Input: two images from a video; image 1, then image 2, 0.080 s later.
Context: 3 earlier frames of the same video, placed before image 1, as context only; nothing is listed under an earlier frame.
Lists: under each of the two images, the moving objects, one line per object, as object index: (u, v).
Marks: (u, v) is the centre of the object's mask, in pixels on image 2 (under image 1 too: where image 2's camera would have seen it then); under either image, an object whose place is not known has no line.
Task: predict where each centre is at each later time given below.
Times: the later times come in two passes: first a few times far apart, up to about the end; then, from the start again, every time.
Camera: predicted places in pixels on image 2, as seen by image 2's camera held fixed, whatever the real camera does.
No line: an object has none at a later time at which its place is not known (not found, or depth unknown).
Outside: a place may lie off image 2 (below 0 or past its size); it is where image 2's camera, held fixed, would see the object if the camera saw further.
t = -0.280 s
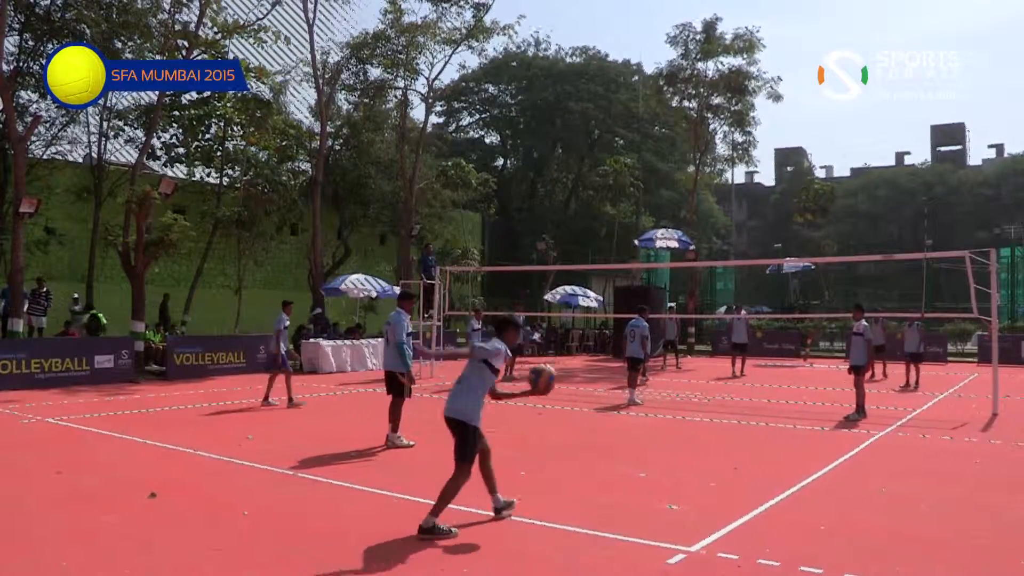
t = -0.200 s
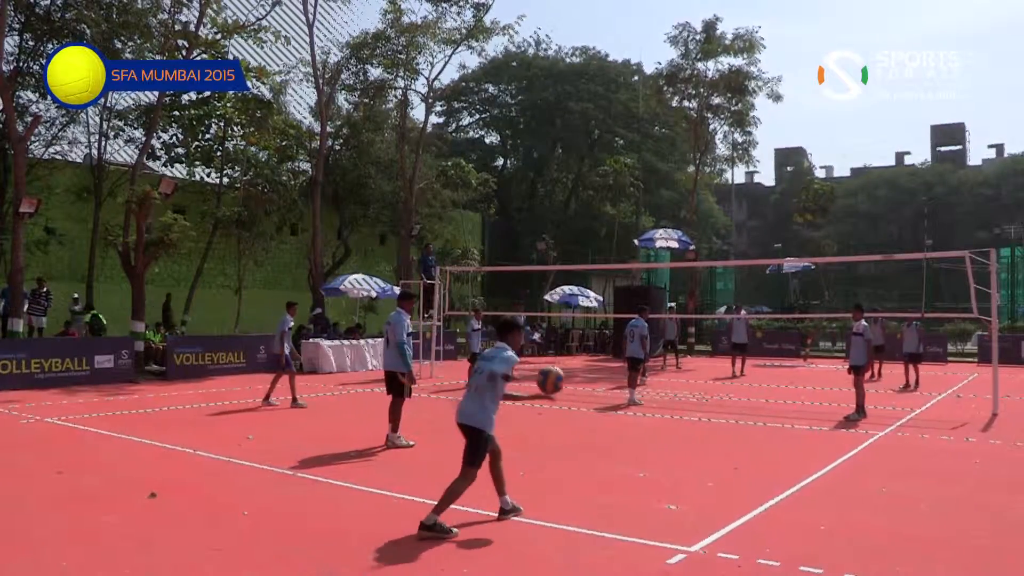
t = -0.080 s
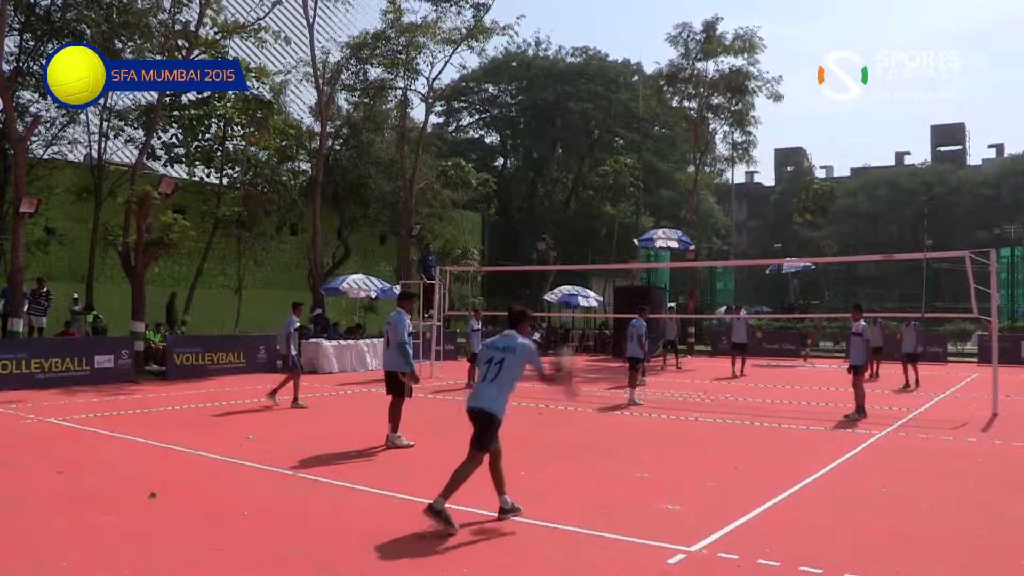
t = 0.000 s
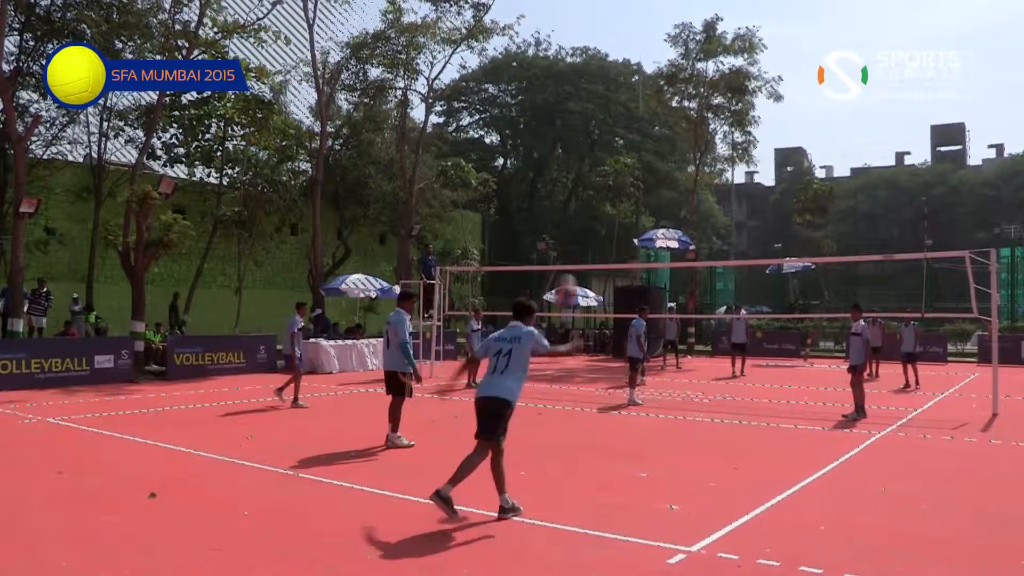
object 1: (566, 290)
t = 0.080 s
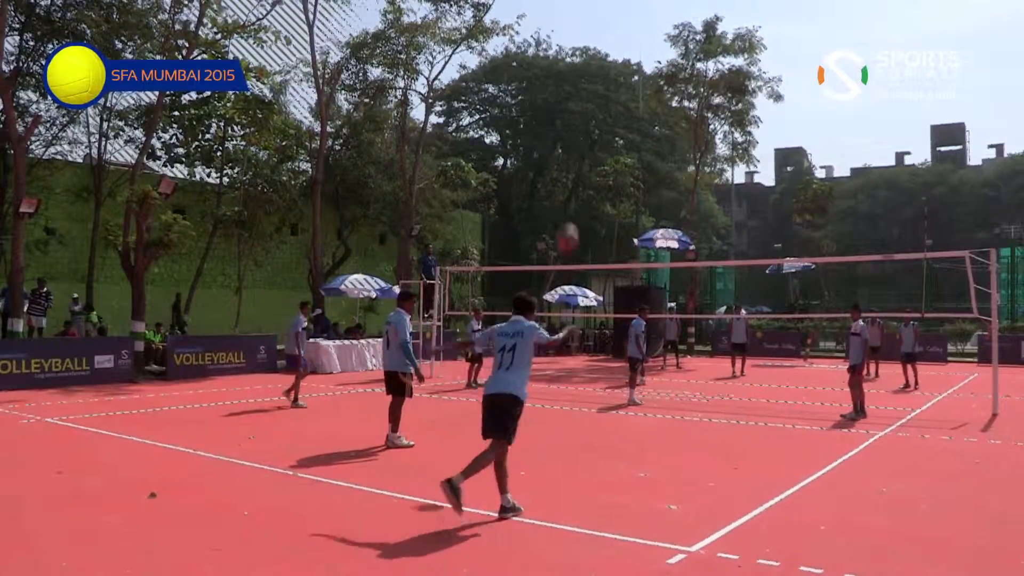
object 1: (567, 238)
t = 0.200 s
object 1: (570, 187)
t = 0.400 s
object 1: (571, 150)
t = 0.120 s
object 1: (567, 217)
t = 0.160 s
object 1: (570, 200)
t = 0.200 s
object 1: (570, 187)
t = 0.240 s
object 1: (570, 176)
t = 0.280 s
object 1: (571, 167)
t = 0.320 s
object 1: (570, 160)
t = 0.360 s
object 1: (571, 154)
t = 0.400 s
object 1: (571, 150)
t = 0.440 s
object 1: (571, 148)
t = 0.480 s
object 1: (570, 148)
